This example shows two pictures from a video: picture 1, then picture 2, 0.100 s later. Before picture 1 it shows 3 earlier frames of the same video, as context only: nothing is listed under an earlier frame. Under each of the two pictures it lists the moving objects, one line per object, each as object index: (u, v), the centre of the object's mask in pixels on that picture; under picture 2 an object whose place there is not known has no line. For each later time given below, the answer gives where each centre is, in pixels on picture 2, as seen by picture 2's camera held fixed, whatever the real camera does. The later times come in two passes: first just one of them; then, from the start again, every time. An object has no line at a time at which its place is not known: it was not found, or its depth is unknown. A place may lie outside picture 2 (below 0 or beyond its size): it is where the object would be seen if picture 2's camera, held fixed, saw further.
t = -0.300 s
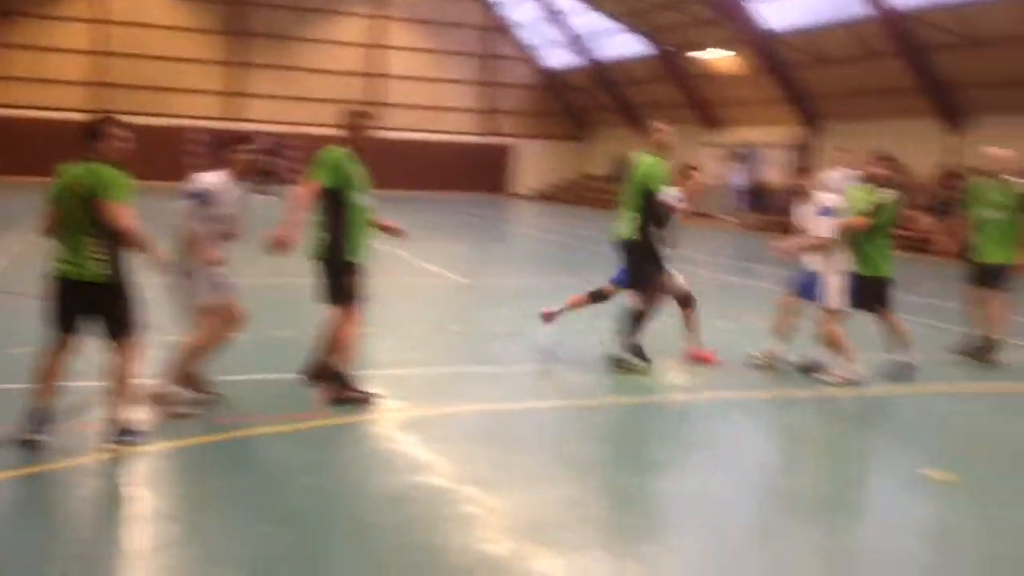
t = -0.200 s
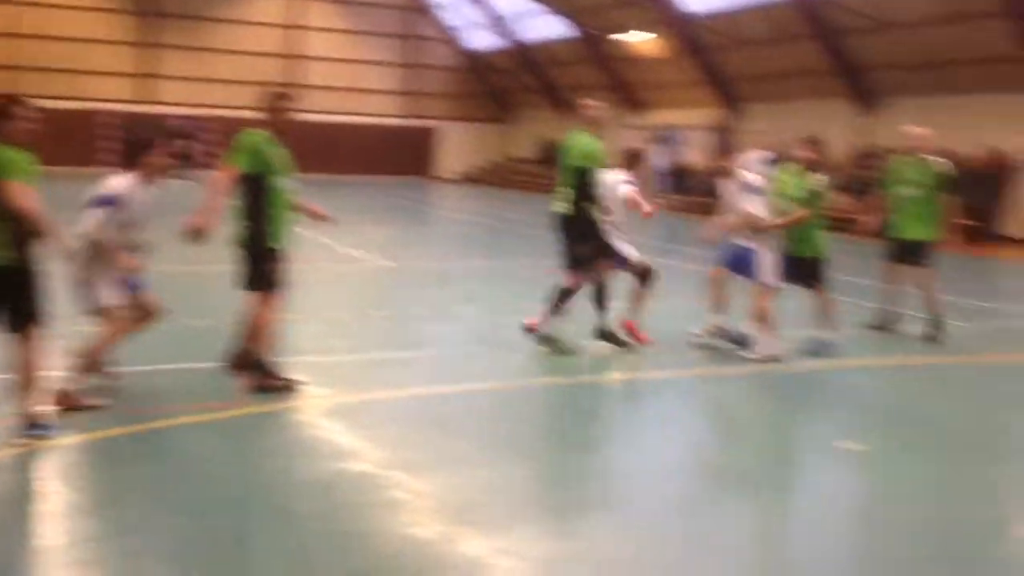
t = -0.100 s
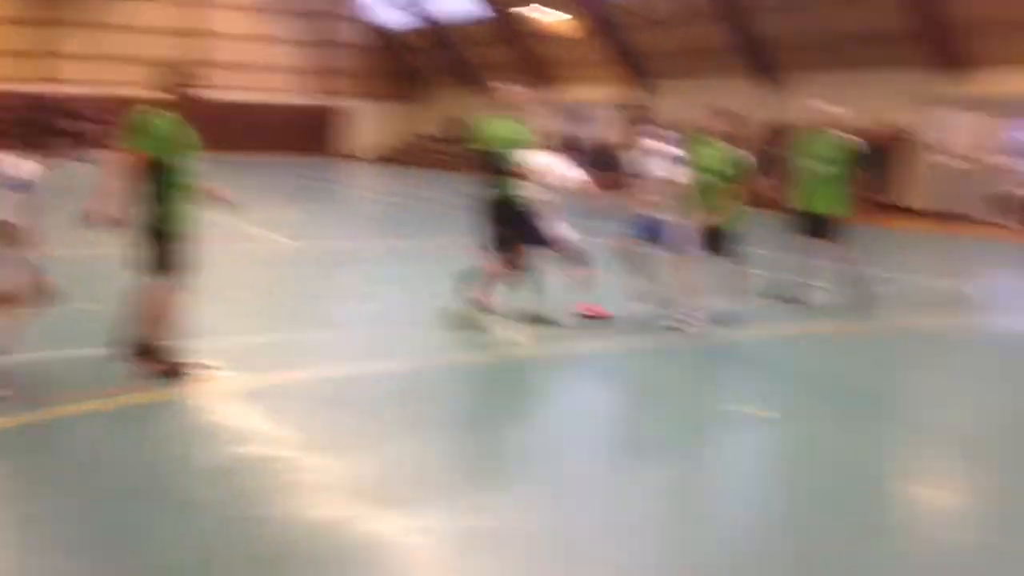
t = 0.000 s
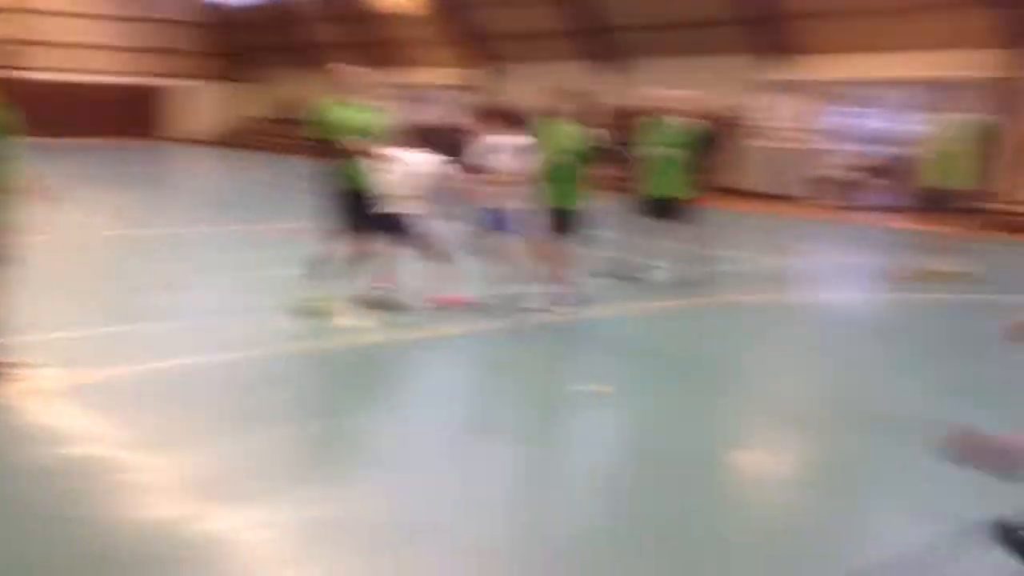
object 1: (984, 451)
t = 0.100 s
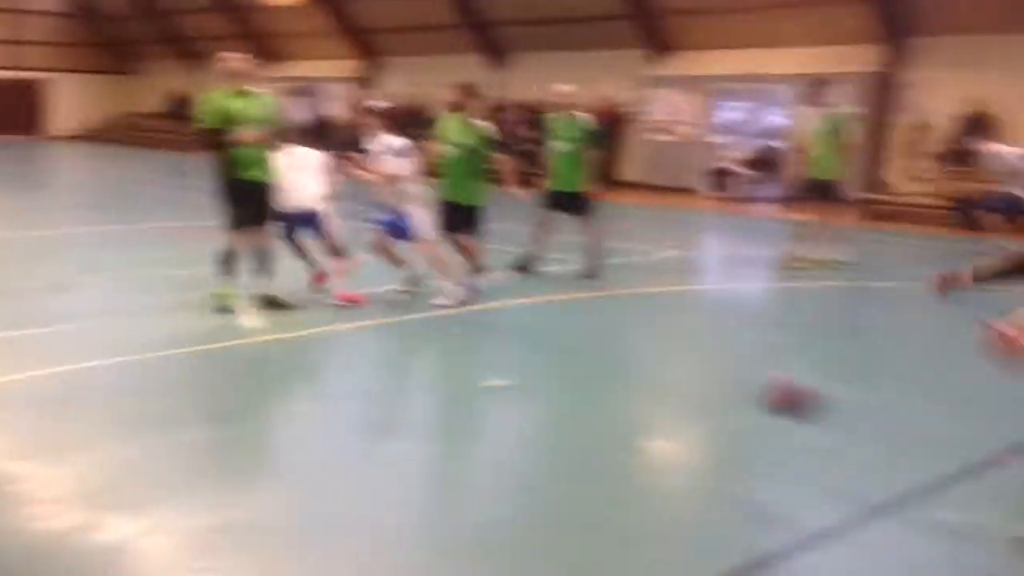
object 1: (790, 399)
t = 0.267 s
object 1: (670, 398)
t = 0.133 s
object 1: (763, 394)
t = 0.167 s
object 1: (736, 392)
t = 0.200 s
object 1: (712, 393)
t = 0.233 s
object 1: (690, 393)
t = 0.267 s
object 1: (670, 398)
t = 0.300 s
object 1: (647, 405)
